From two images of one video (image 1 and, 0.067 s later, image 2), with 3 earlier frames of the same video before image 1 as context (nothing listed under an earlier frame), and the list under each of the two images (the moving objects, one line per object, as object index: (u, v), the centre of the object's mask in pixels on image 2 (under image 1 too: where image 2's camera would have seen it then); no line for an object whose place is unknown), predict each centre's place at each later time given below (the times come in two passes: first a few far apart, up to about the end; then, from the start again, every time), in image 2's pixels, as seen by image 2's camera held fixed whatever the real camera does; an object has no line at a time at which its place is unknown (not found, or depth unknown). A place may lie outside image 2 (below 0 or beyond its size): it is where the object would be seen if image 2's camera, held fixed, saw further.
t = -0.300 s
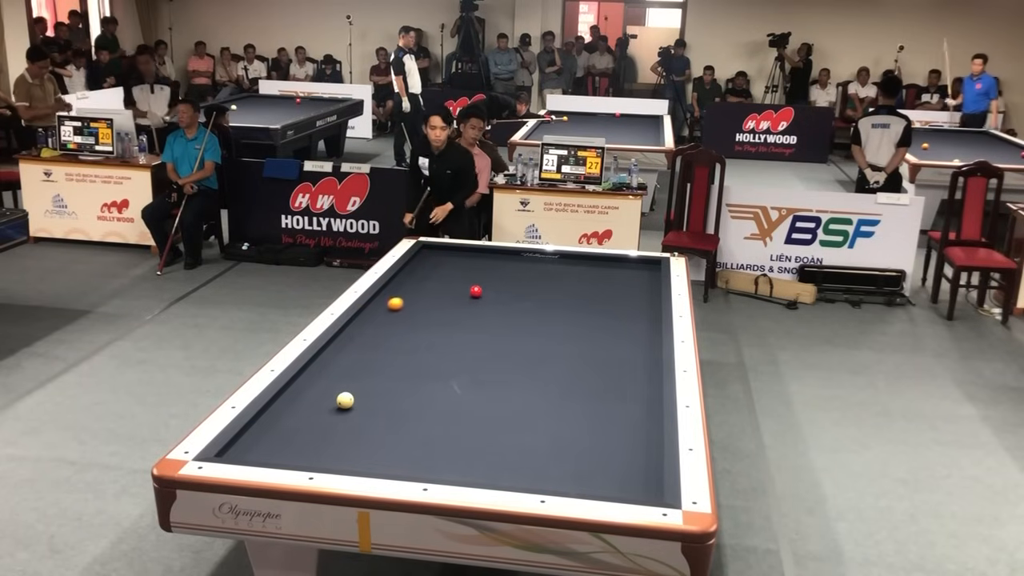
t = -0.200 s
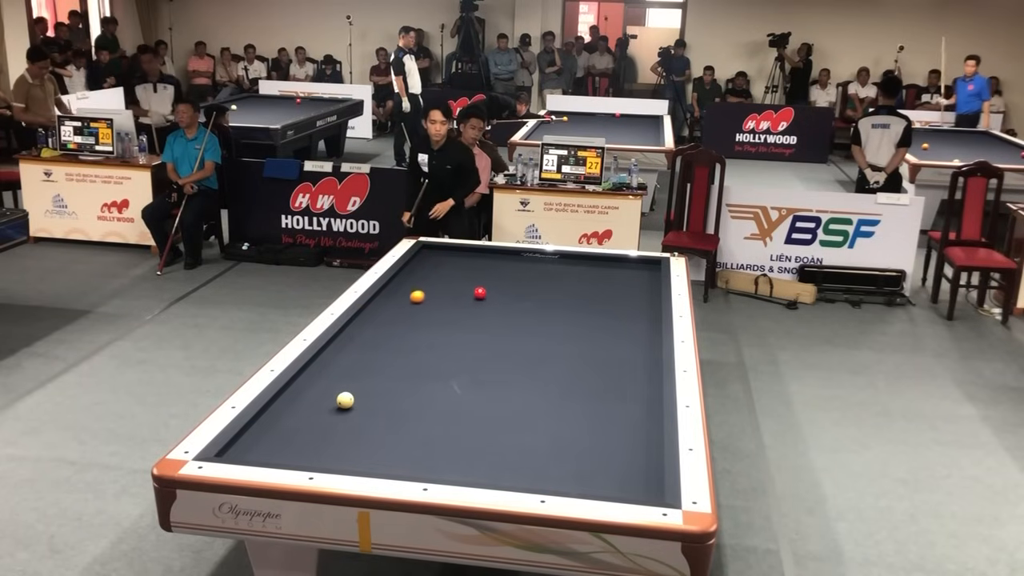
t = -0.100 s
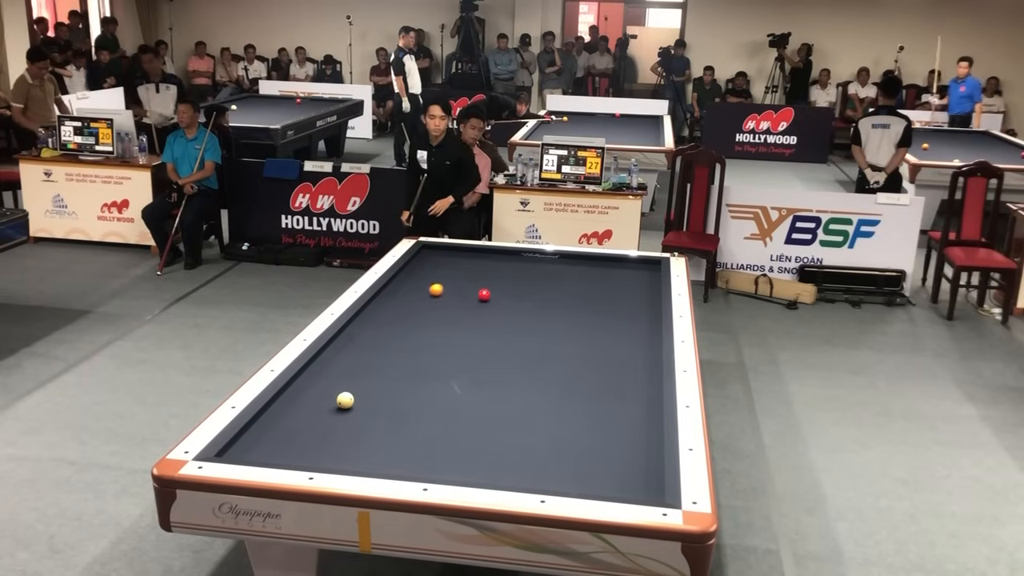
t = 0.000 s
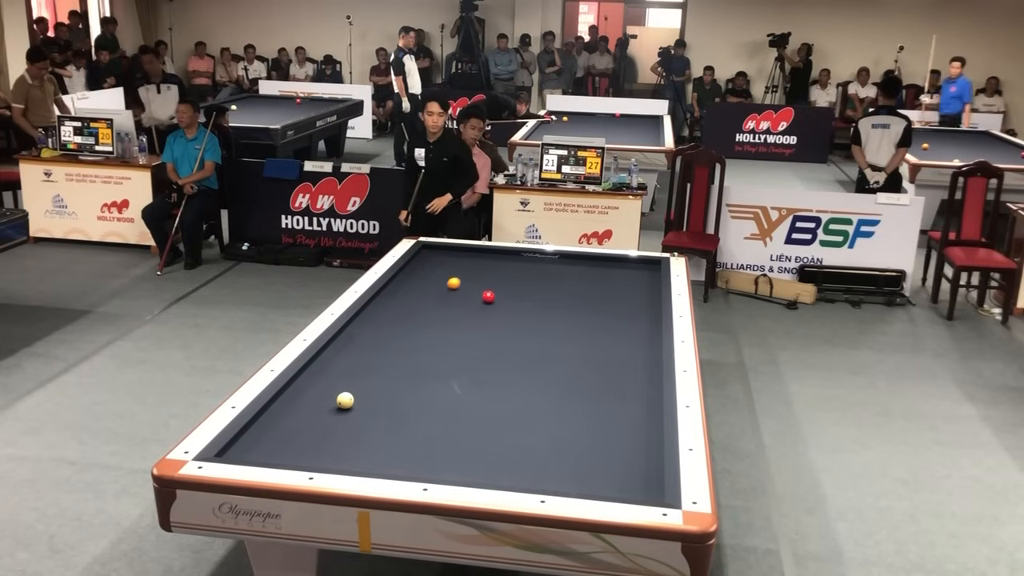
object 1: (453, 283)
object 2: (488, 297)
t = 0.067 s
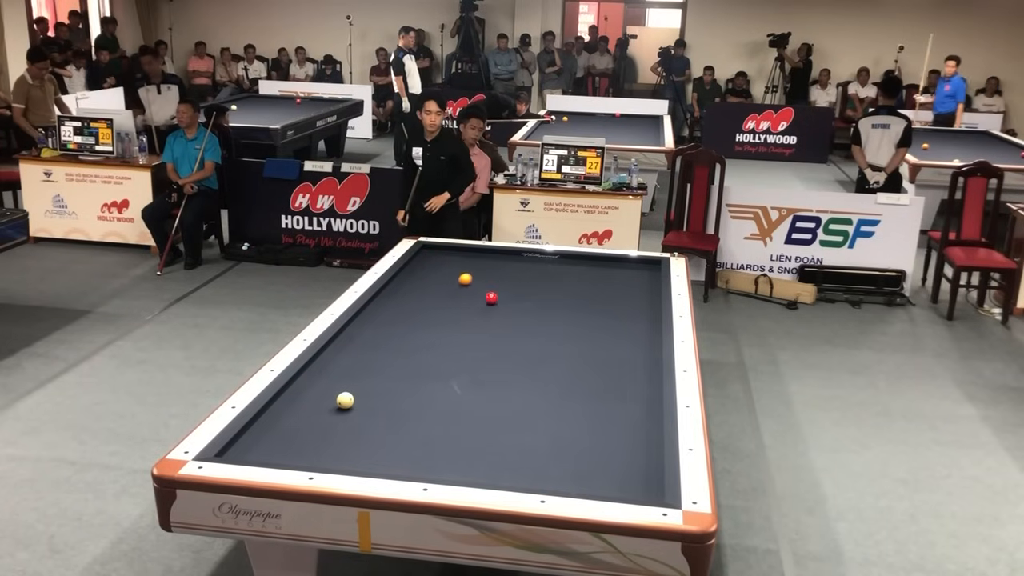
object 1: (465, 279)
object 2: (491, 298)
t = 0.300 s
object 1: (502, 265)
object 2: (500, 303)
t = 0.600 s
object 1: (543, 256)
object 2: (513, 308)
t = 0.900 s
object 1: (582, 271)
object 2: (525, 314)
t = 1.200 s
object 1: (624, 285)
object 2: (537, 319)
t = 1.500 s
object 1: (645, 299)
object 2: (549, 324)
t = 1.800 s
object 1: (616, 309)
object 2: (561, 330)
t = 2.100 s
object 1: (586, 321)
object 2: (572, 335)
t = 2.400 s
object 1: (554, 333)
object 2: (583, 340)
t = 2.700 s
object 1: (520, 346)
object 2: (594, 345)
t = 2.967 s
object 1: (488, 359)
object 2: (603, 349)
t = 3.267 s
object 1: (450, 373)
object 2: (614, 354)
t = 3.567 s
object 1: (409, 390)
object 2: (624, 359)
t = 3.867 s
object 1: (365, 407)
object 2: (633, 363)
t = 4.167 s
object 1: (316, 426)
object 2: (642, 367)
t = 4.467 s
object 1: (263, 446)
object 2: (651, 371)
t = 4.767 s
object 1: (238, 447)
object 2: (652, 374)
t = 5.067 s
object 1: (270, 435)
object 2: (648, 376)
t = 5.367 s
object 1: (299, 425)
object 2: (645, 377)
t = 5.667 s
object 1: (326, 416)
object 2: (642, 379)
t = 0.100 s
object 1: (471, 277)
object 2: (492, 299)
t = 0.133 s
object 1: (476, 275)
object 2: (494, 300)
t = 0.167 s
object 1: (481, 273)
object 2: (495, 300)
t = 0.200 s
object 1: (486, 271)
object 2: (496, 301)
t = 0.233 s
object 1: (492, 269)
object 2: (498, 301)
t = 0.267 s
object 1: (497, 267)
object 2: (499, 302)
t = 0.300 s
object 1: (502, 265)
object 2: (500, 303)
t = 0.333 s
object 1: (507, 264)
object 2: (502, 303)
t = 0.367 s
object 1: (511, 262)
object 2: (503, 304)
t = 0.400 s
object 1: (516, 261)
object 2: (504, 305)
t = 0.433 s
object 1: (520, 259)
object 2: (506, 305)
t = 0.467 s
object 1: (525, 257)
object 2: (507, 306)
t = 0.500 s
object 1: (530, 255)
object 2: (508, 307)
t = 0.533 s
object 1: (534, 254)
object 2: (510, 307)
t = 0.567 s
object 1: (539, 254)
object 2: (511, 308)
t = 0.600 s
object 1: (543, 256)
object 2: (513, 308)
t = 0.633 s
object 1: (547, 258)
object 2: (514, 309)
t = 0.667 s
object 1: (551, 260)
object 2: (515, 309)
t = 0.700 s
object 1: (555, 262)
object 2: (517, 310)
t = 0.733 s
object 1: (560, 263)
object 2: (518, 311)
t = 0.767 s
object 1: (564, 265)
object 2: (519, 311)
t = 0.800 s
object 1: (568, 267)
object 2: (521, 312)
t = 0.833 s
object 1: (573, 268)
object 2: (522, 313)
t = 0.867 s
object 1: (577, 270)
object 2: (524, 313)
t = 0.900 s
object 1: (582, 271)
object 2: (525, 314)
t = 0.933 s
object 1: (586, 273)
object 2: (526, 315)
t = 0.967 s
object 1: (591, 274)
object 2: (528, 315)
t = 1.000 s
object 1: (596, 276)
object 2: (529, 316)
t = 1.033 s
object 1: (600, 277)
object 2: (530, 316)
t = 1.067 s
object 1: (605, 279)
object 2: (532, 317)
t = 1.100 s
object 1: (609, 280)
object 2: (533, 318)
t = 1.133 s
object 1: (614, 282)
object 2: (534, 318)
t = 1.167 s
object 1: (619, 284)
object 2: (536, 319)
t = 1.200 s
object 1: (624, 285)
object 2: (537, 319)
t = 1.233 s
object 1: (629, 287)
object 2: (538, 320)
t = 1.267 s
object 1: (634, 288)
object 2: (540, 320)
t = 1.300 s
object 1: (639, 290)
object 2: (541, 321)
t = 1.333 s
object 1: (643, 292)
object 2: (542, 322)
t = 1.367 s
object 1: (649, 293)
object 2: (544, 322)
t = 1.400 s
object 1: (654, 295)
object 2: (545, 323)
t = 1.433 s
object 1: (653, 296)
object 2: (546, 323)
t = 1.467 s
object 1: (649, 297)
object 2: (548, 324)
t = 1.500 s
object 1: (645, 299)
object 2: (549, 324)
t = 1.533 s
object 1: (641, 300)
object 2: (550, 325)
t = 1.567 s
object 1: (638, 301)
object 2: (552, 326)
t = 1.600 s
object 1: (635, 302)
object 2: (553, 326)
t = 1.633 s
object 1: (632, 303)
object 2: (554, 327)
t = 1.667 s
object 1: (629, 305)
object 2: (555, 327)
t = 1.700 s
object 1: (626, 306)
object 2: (557, 328)
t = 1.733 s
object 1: (623, 307)
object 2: (558, 329)
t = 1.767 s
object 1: (619, 308)
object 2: (560, 329)
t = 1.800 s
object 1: (616, 309)
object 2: (561, 330)
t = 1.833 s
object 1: (613, 311)
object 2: (562, 330)
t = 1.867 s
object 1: (609, 312)
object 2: (563, 331)
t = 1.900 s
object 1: (606, 314)
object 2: (565, 331)
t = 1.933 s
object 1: (603, 315)
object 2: (566, 332)
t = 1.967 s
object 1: (599, 316)
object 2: (567, 333)
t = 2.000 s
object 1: (596, 317)
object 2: (569, 333)
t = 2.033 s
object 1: (593, 319)
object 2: (570, 334)
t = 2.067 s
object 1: (589, 320)
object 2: (571, 334)
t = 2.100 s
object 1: (586, 321)
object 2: (572, 335)
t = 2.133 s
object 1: (583, 322)
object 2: (573, 336)
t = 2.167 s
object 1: (580, 323)
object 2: (575, 336)
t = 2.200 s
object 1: (576, 324)
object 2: (576, 337)
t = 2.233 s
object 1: (571, 326)
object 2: (577, 338)
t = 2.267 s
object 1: (568, 328)
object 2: (579, 338)
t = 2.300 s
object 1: (565, 329)
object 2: (579, 338)
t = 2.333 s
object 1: (561, 331)
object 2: (581, 339)
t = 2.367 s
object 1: (558, 332)
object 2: (582, 340)
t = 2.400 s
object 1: (554, 333)
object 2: (583, 340)
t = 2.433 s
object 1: (550, 335)
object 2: (585, 341)
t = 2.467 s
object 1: (547, 336)
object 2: (586, 341)
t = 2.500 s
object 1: (543, 338)
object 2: (587, 342)
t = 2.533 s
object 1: (539, 339)
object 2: (588, 342)
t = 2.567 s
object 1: (536, 340)
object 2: (590, 343)
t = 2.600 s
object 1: (532, 342)
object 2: (591, 343)
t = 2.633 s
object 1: (528, 344)
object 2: (592, 344)
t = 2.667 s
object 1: (524, 345)
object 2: (593, 345)
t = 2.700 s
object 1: (520, 346)
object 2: (594, 345)
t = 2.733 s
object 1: (516, 348)
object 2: (595, 346)
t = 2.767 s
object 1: (512, 349)
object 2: (597, 346)
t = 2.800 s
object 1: (508, 351)
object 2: (598, 347)
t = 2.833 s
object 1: (504, 352)
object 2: (599, 347)
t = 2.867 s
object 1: (501, 353)
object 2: (600, 348)
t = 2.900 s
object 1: (496, 356)
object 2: (601, 348)
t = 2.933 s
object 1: (492, 357)
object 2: (603, 349)
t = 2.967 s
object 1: (488, 359)
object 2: (603, 349)
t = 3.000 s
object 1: (484, 360)
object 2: (605, 349)
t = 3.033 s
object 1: (480, 362)
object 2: (606, 350)
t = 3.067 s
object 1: (476, 363)
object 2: (607, 351)
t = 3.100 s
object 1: (472, 365)
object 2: (608, 352)
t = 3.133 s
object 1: (468, 366)
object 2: (609, 352)
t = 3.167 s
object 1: (463, 368)
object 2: (611, 353)
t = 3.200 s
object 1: (459, 370)
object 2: (612, 353)
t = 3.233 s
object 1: (455, 372)
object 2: (613, 353)
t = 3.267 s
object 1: (450, 373)
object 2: (614, 354)
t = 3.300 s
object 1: (446, 375)
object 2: (615, 354)
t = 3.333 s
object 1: (441, 377)
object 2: (616, 355)
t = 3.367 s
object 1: (437, 378)
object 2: (617, 356)
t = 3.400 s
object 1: (432, 380)
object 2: (618, 356)
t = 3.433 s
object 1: (427, 382)
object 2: (620, 356)
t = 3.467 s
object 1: (423, 384)
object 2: (621, 357)
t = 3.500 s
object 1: (418, 386)
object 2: (622, 358)
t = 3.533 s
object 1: (414, 387)
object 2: (623, 358)
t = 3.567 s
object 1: (409, 390)
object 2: (624, 359)
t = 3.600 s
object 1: (404, 391)
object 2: (625, 359)
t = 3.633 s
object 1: (399, 393)
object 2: (626, 360)
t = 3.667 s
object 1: (394, 395)
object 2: (627, 361)
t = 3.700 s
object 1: (389, 398)
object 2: (628, 361)
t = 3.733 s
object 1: (384, 399)
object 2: (629, 361)
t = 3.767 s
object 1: (379, 401)
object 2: (630, 362)
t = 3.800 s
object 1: (374, 403)
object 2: (631, 362)
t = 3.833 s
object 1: (369, 405)
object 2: (632, 363)
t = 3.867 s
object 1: (365, 407)
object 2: (633, 363)
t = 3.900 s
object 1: (359, 409)
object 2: (634, 364)
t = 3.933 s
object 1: (354, 411)
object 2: (635, 364)
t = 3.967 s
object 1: (348, 414)
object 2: (636, 365)
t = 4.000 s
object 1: (343, 416)
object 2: (637, 365)
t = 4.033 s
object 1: (338, 417)
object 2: (638, 366)
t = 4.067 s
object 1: (332, 420)
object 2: (639, 366)
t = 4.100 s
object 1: (327, 422)
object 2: (640, 367)
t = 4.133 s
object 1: (321, 424)
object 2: (641, 367)
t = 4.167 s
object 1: (316, 426)
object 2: (642, 367)
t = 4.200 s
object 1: (310, 428)
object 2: (643, 368)
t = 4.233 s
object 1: (304, 430)
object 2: (644, 368)
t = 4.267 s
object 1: (298, 433)
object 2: (645, 369)
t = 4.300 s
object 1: (293, 435)
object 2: (646, 369)
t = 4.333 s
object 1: (287, 437)
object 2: (647, 370)
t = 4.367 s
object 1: (282, 439)
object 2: (648, 370)
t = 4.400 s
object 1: (275, 441)
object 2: (649, 371)
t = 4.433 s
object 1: (269, 444)
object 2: (650, 371)
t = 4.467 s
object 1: (263, 446)
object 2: (651, 371)
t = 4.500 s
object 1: (258, 449)
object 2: (652, 372)
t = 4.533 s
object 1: (252, 451)
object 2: (653, 372)
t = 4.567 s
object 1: (246, 452)
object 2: (654, 373)
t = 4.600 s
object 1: (240, 453)
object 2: (654, 373)
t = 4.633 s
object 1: (236, 453)
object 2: (654, 373)
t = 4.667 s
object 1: (234, 451)
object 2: (654, 373)
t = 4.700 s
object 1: (232, 449)
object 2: (653, 373)
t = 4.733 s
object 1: (233, 448)
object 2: (652, 374)
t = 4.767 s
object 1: (238, 447)
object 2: (652, 374)
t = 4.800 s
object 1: (242, 446)
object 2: (652, 374)
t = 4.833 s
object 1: (245, 445)
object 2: (651, 374)
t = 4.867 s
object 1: (249, 443)
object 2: (651, 375)
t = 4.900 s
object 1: (253, 442)
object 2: (650, 375)
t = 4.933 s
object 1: (256, 440)
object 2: (650, 375)
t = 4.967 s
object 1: (260, 440)
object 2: (649, 375)
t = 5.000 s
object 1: (263, 438)
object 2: (649, 375)
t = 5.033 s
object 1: (266, 437)
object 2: (648, 375)
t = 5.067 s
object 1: (270, 435)
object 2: (648, 376)
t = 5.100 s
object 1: (273, 434)
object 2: (648, 376)
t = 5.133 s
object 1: (277, 433)
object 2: (647, 376)
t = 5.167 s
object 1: (280, 432)
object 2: (647, 376)
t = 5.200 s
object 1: (283, 431)
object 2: (647, 376)
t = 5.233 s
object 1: (287, 430)
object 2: (646, 376)
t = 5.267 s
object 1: (290, 428)
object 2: (646, 377)
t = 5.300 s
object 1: (293, 427)
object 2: (645, 377)
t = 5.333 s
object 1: (296, 426)
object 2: (645, 377)
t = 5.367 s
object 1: (299, 425)
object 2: (645, 377)
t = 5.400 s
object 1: (302, 424)
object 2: (644, 378)
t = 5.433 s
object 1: (306, 423)
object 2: (644, 378)
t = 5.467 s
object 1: (308, 421)
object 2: (644, 378)
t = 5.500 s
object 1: (312, 420)
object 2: (643, 378)
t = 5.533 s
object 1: (314, 420)
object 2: (643, 378)
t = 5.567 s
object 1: (318, 418)
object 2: (643, 379)
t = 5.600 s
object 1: (321, 417)
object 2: (642, 378)
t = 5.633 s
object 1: (323, 417)
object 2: (642, 379)
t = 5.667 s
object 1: (326, 416)
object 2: (642, 379)
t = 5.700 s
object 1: (329, 414)
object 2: (641, 379)
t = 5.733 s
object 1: (332, 413)
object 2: (641, 379)
